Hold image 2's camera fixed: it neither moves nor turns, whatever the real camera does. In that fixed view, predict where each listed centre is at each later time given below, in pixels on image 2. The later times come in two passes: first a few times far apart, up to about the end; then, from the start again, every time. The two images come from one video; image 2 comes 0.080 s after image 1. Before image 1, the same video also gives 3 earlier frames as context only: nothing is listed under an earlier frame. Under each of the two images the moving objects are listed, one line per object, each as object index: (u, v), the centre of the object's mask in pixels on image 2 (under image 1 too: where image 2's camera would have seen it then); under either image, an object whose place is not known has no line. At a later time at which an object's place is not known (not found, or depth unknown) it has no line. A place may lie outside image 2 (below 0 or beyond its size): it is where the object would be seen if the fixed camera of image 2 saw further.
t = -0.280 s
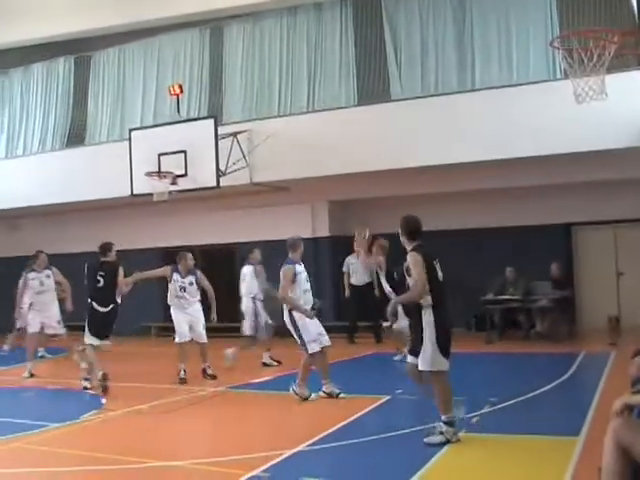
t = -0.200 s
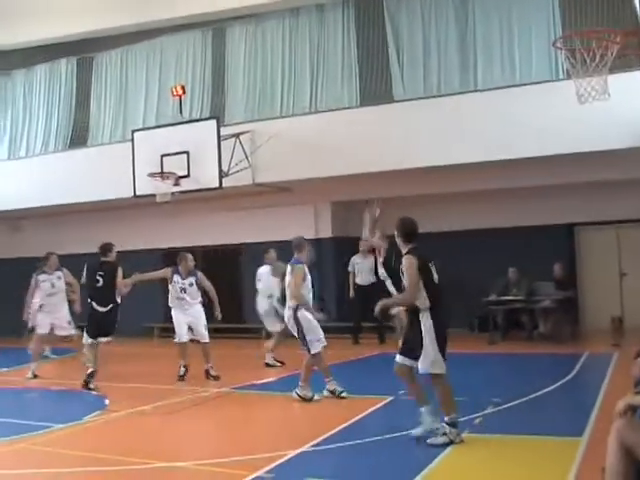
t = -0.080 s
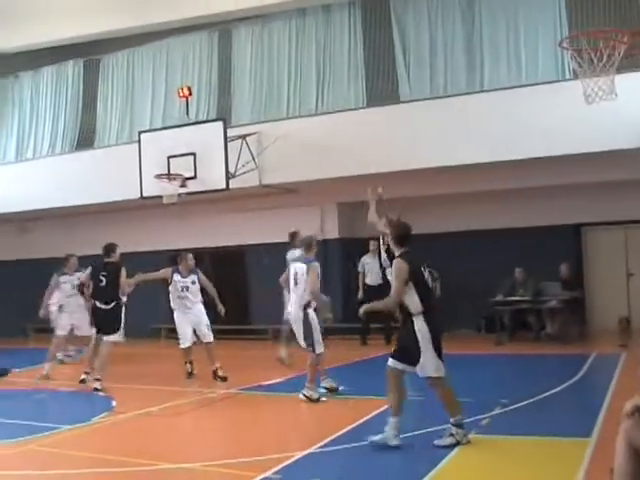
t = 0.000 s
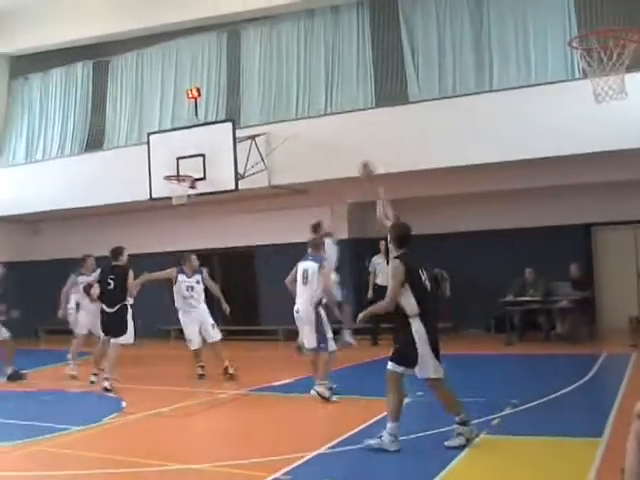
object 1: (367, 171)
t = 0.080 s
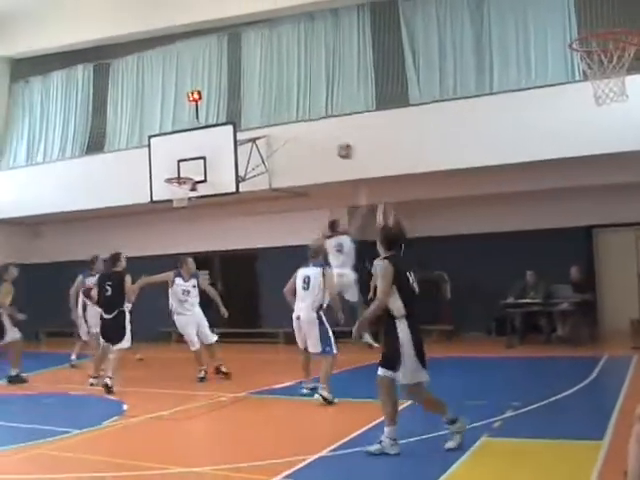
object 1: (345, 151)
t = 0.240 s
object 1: (305, 123)
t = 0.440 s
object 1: (260, 113)
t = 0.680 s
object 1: (209, 133)
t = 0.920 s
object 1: (170, 170)
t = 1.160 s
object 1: (167, 142)
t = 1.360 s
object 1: (165, 144)
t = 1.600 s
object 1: (162, 173)
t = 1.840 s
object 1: (144, 180)
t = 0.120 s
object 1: (335, 142)
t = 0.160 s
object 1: (325, 134)
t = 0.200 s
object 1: (314, 128)
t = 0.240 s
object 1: (305, 123)
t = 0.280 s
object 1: (299, 118)
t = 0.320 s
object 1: (288, 115)
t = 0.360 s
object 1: (278, 114)
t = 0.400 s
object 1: (268, 113)
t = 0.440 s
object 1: (260, 113)
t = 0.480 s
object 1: (251, 114)
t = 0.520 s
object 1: (241, 116)
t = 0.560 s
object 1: (233, 119)
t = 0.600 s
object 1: (226, 122)
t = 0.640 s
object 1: (218, 127)
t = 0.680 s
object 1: (209, 133)
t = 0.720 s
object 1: (201, 138)
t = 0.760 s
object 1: (194, 146)
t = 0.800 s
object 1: (187, 153)
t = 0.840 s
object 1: (180, 163)
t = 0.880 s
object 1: (173, 173)
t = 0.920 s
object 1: (170, 170)
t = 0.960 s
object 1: (170, 164)
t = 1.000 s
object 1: (169, 157)
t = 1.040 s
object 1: (168, 152)
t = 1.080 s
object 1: (168, 147)
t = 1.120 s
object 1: (167, 144)
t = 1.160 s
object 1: (167, 142)
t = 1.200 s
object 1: (166, 141)
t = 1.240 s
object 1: (166, 141)
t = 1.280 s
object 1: (166, 141)
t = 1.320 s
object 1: (166, 142)
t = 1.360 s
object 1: (165, 144)
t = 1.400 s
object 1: (165, 148)
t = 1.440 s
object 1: (165, 152)
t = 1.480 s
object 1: (164, 157)
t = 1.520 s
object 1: (164, 162)
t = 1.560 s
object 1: (164, 169)
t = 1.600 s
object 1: (162, 173)
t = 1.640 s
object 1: (159, 171)
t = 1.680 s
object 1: (156, 172)
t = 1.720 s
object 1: (153, 172)
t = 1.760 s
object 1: (150, 174)
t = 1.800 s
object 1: (147, 176)
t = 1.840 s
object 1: (144, 180)
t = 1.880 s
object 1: (142, 185)
